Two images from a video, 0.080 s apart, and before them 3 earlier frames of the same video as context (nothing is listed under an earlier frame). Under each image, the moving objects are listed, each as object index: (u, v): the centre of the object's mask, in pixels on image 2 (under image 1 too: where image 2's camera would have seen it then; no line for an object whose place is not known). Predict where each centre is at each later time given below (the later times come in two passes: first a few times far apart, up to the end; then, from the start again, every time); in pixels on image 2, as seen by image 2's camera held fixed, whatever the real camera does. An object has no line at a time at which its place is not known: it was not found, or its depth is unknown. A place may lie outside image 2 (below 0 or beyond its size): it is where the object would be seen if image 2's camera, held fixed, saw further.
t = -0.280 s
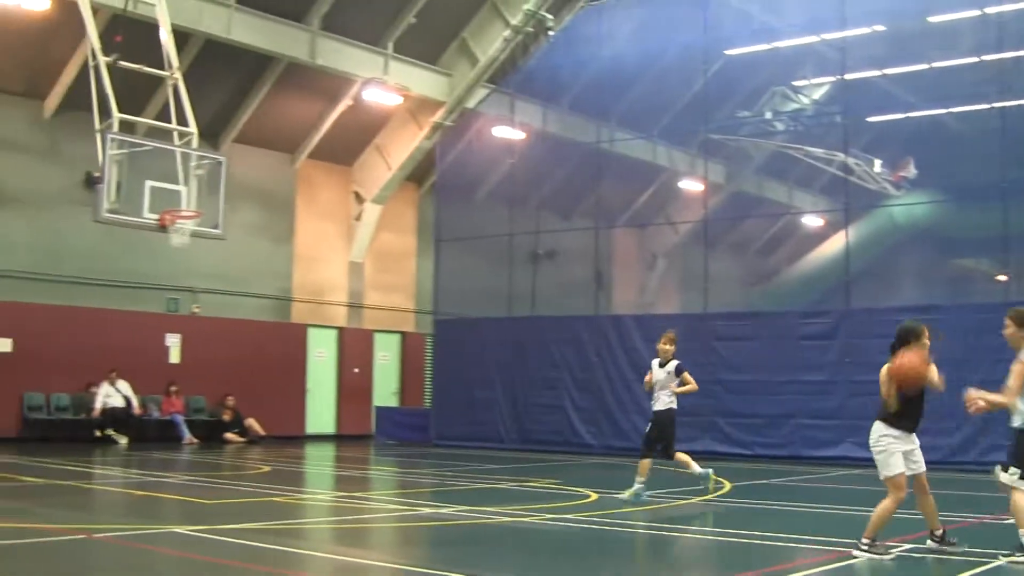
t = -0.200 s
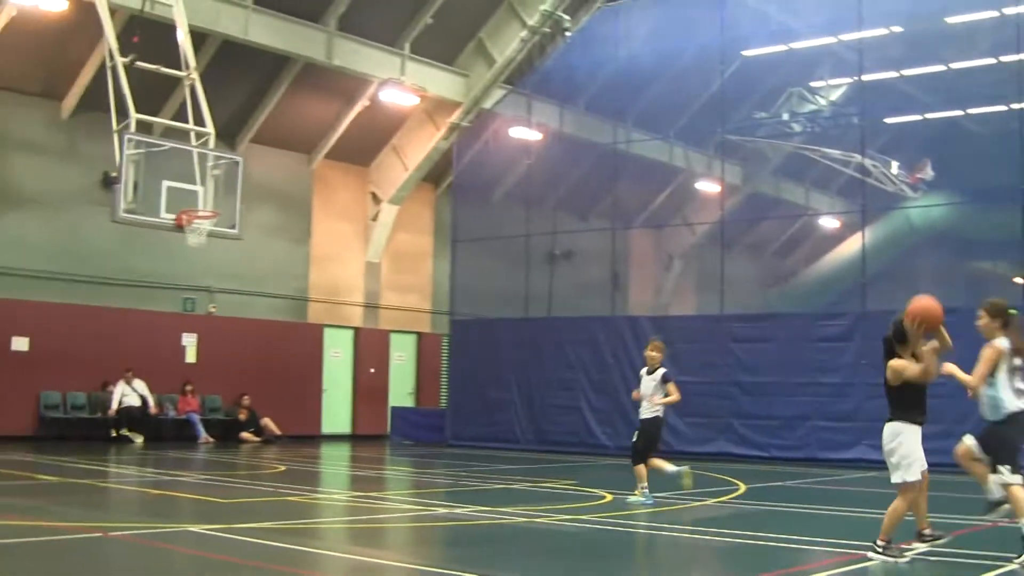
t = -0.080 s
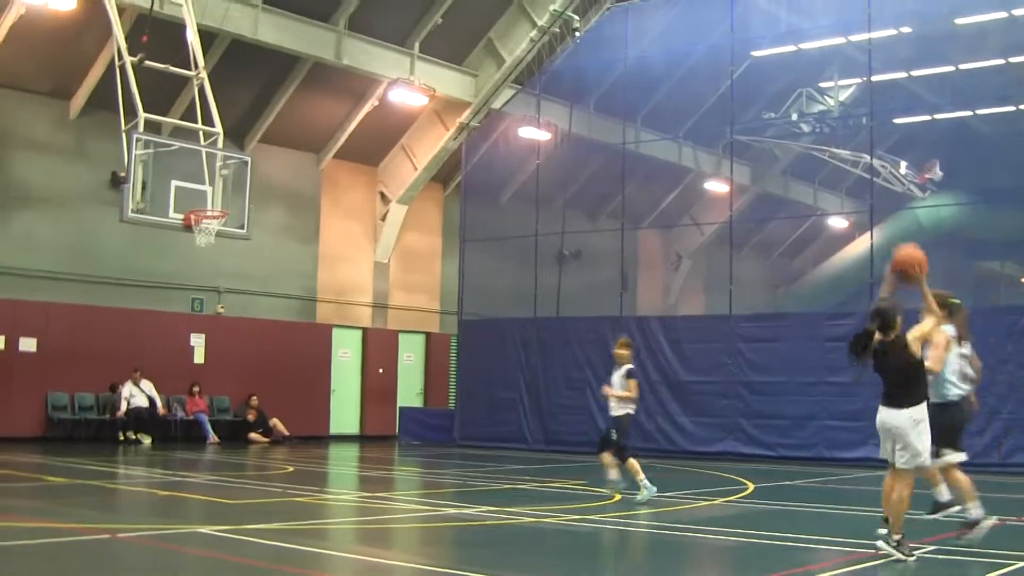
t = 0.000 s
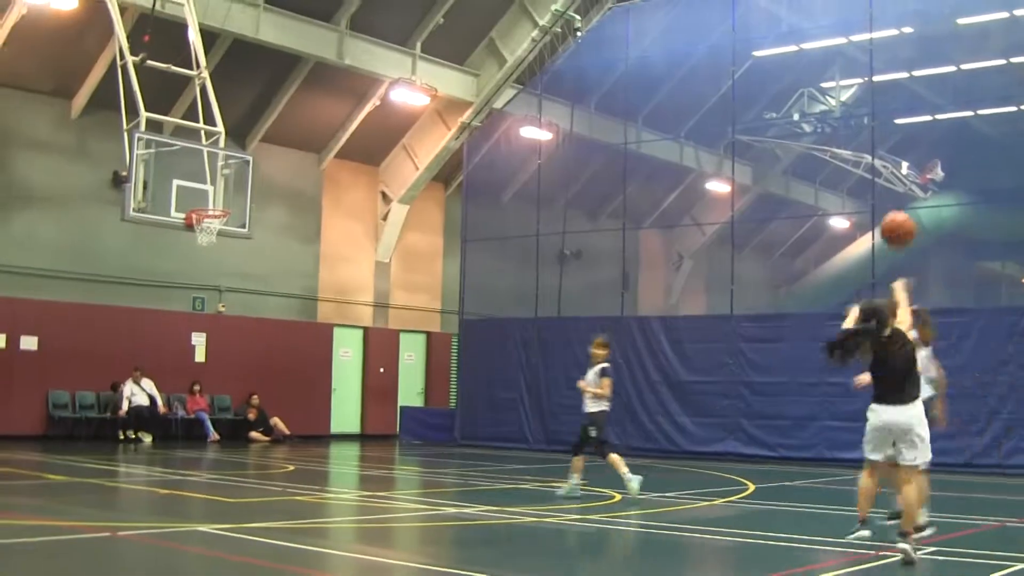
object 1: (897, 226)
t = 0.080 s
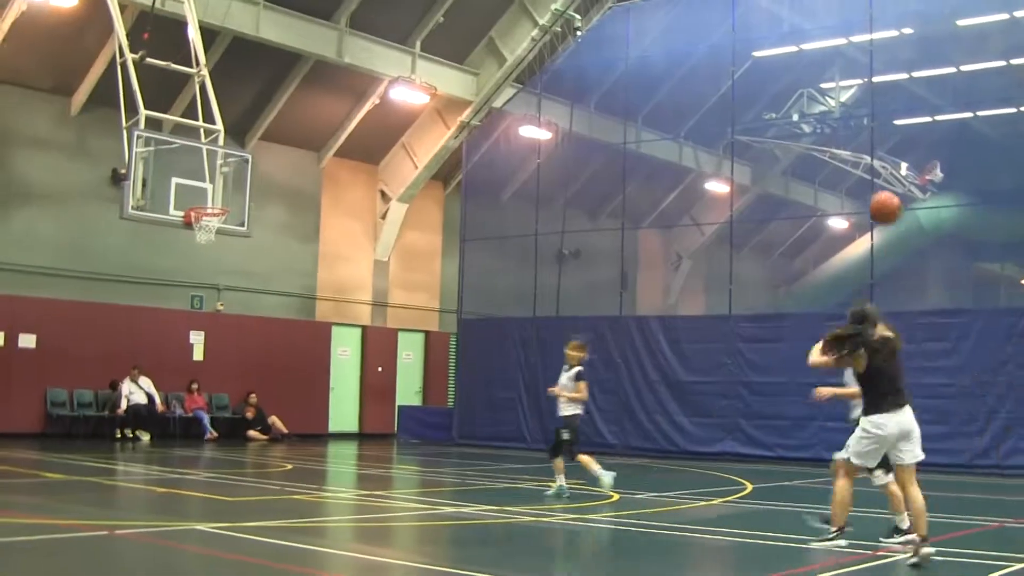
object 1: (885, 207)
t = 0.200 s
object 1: (873, 195)
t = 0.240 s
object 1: (868, 196)
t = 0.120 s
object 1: (881, 201)
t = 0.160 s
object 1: (877, 197)
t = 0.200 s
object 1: (873, 195)
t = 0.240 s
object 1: (868, 196)
